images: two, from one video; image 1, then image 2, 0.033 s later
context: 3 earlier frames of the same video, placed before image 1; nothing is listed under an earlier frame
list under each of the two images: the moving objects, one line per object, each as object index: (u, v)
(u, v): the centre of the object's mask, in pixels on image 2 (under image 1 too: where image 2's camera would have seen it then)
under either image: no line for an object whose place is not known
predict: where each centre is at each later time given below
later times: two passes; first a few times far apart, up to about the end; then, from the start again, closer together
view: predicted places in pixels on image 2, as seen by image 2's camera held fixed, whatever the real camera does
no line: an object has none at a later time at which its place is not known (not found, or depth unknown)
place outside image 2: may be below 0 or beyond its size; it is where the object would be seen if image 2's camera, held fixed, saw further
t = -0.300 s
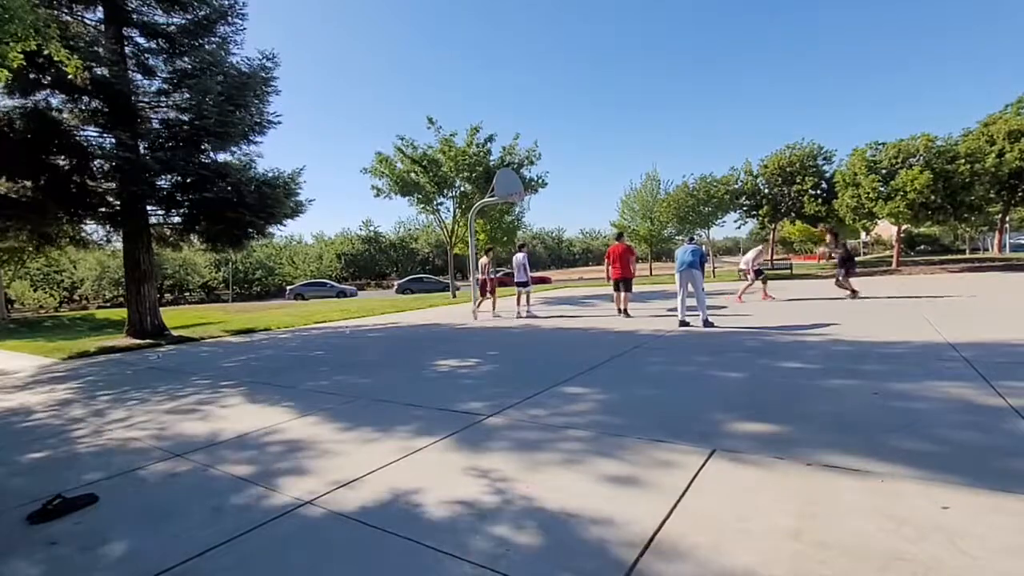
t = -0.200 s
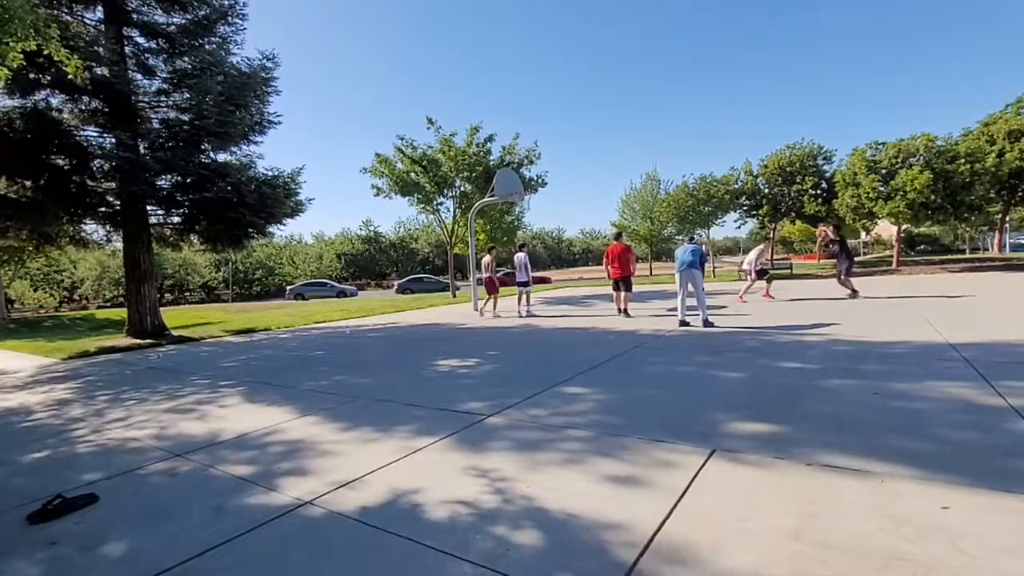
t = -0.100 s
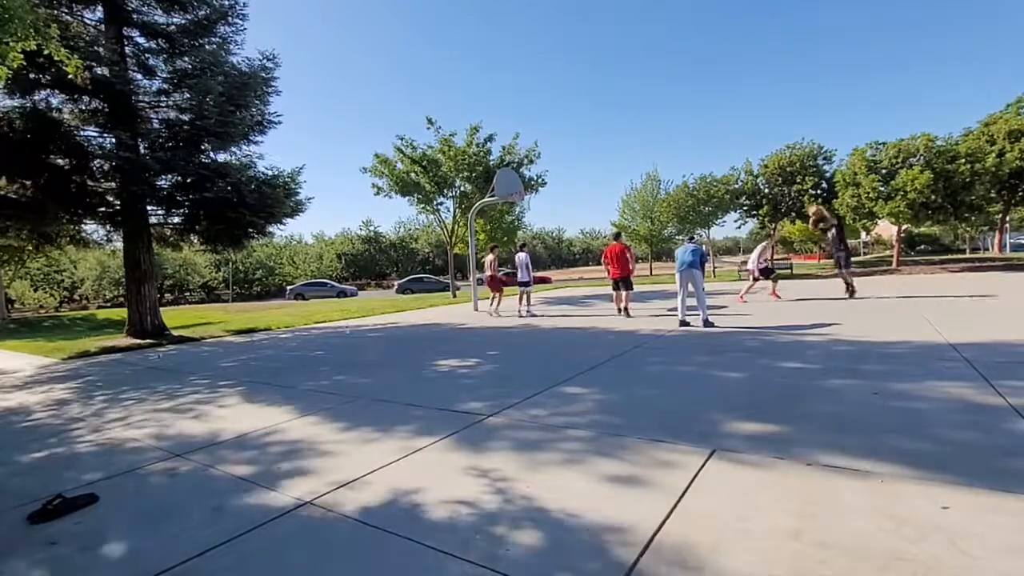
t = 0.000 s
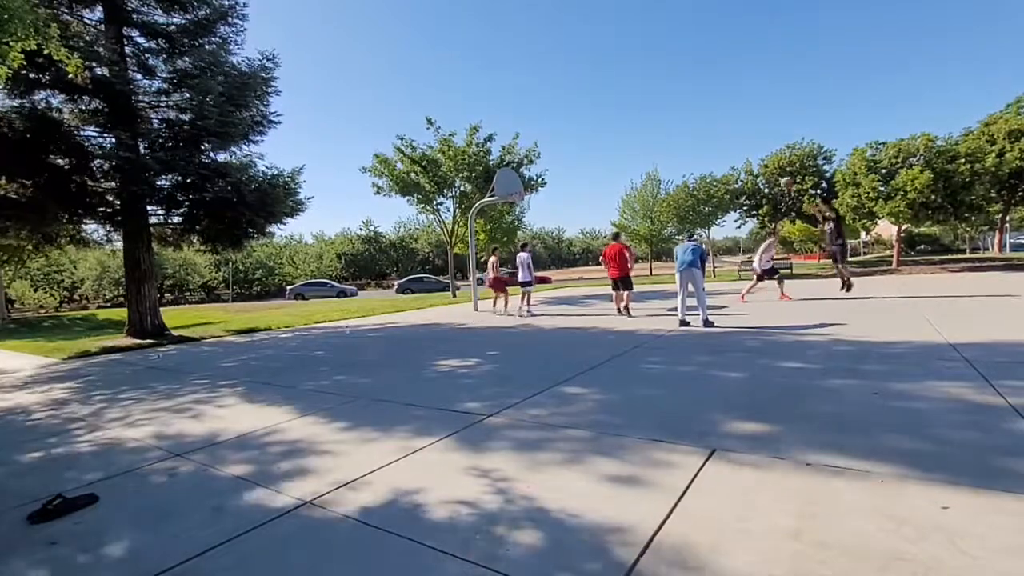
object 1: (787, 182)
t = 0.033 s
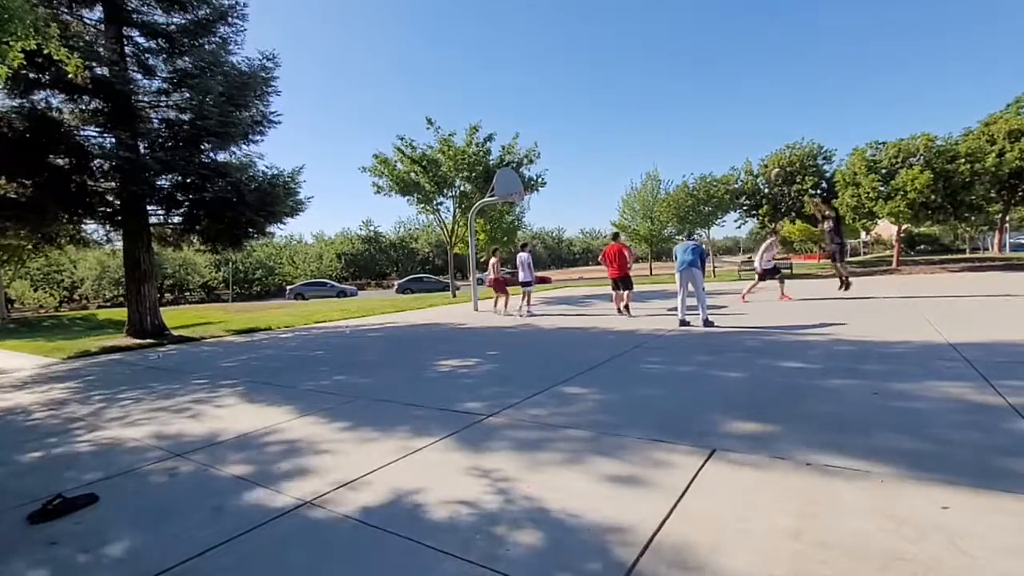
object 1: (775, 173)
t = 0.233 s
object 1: (722, 136)
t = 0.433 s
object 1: (671, 118)
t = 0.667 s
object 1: (617, 117)
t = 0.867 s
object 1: (575, 133)
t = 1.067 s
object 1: (536, 160)
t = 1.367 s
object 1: (531, 175)
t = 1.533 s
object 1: (554, 170)
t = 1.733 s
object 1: (585, 177)
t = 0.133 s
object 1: (750, 153)
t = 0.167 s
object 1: (740, 146)
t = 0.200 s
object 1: (730, 140)
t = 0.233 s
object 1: (722, 136)
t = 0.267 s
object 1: (713, 132)
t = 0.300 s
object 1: (705, 128)
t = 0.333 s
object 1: (696, 125)
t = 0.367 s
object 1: (687, 122)
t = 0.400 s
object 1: (679, 119)
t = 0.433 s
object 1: (671, 118)
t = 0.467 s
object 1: (663, 116)
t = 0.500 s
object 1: (655, 115)
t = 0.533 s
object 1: (648, 115)
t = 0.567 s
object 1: (640, 114)
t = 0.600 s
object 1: (632, 115)
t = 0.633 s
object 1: (624, 116)
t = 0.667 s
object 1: (617, 117)
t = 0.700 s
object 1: (610, 119)
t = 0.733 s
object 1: (603, 121)
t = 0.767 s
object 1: (596, 124)
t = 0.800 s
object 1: (589, 127)
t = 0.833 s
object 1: (582, 130)
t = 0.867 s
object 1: (575, 133)
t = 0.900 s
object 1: (568, 138)
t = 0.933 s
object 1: (562, 142)
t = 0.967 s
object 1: (555, 147)
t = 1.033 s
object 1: (542, 157)
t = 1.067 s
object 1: (536, 160)
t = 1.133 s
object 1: (524, 173)
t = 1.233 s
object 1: (514, 189)
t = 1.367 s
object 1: (531, 175)
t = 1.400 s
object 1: (537, 174)
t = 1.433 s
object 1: (541, 172)
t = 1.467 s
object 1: (546, 172)
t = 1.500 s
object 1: (550, 171)
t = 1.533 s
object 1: (554, 170)
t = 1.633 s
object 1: (569, 172)
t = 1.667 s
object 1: (574, 173)
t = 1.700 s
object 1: (580, 175)
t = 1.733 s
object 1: (585, 177)
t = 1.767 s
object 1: (590, 180)
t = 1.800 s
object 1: (595, 184)
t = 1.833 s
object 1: (600, 188)
